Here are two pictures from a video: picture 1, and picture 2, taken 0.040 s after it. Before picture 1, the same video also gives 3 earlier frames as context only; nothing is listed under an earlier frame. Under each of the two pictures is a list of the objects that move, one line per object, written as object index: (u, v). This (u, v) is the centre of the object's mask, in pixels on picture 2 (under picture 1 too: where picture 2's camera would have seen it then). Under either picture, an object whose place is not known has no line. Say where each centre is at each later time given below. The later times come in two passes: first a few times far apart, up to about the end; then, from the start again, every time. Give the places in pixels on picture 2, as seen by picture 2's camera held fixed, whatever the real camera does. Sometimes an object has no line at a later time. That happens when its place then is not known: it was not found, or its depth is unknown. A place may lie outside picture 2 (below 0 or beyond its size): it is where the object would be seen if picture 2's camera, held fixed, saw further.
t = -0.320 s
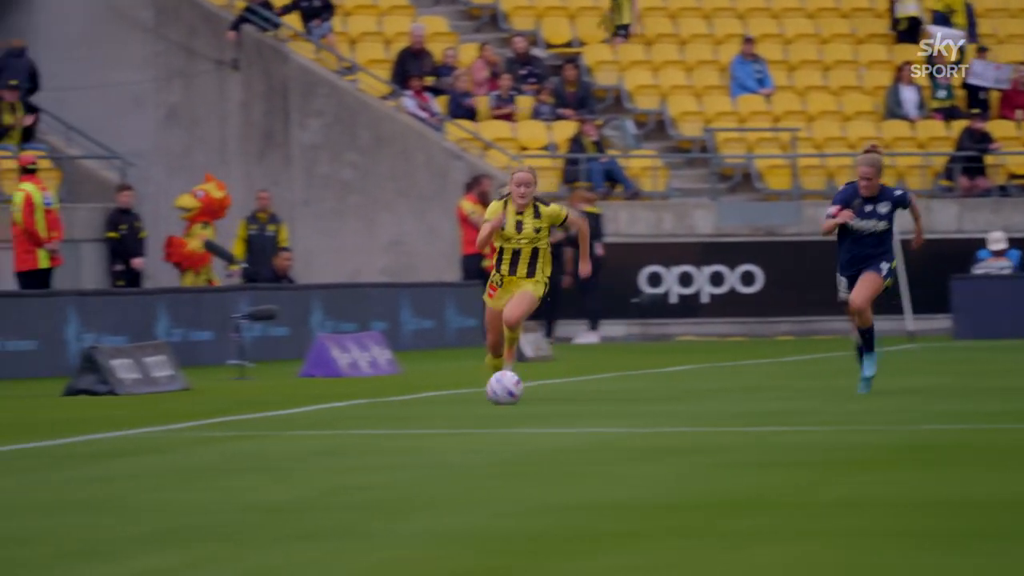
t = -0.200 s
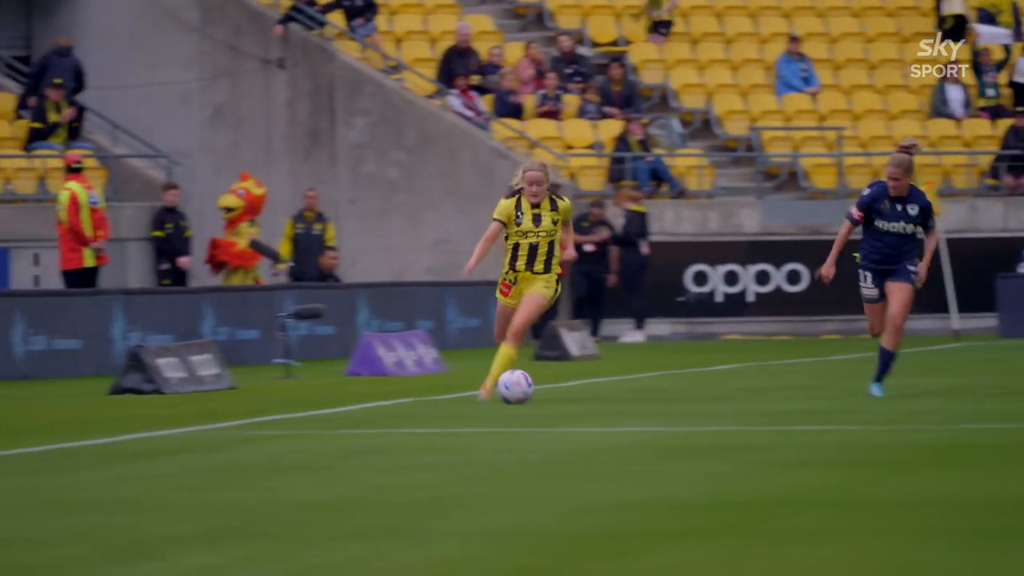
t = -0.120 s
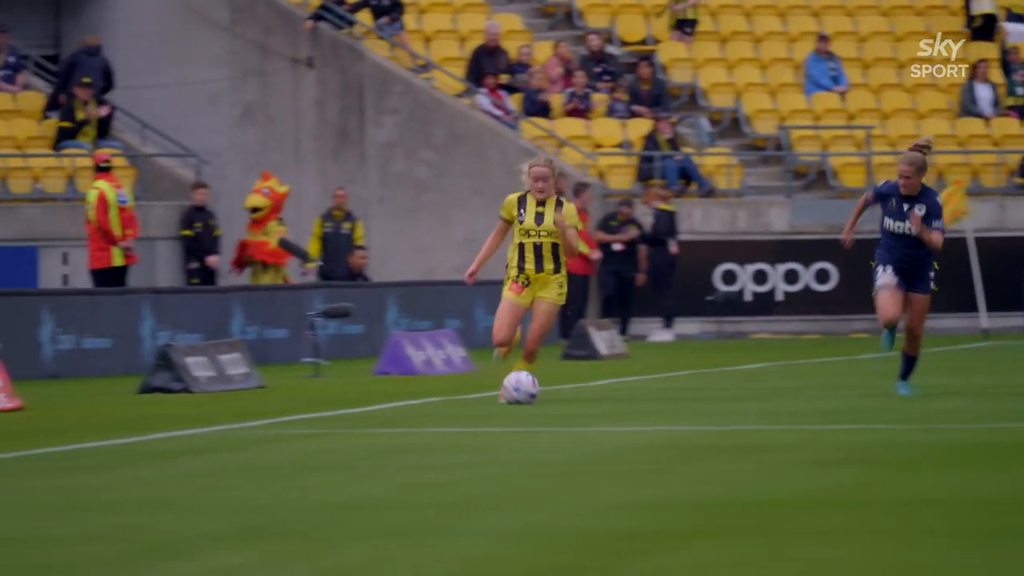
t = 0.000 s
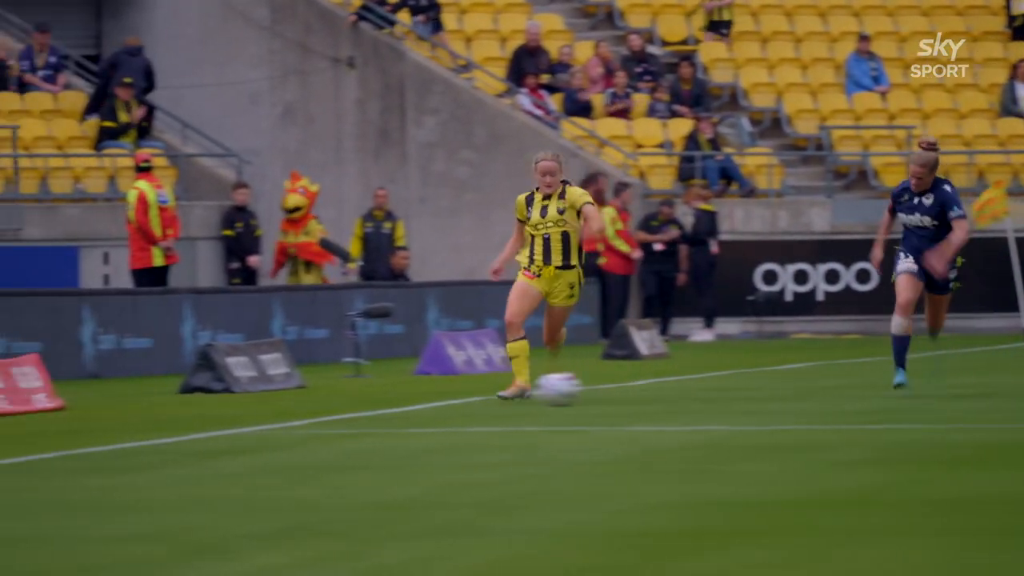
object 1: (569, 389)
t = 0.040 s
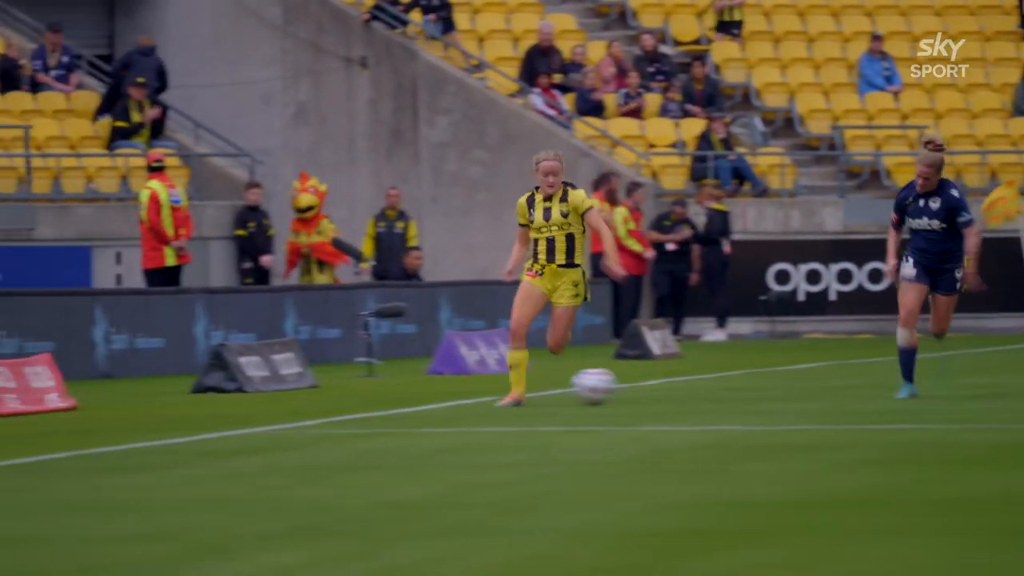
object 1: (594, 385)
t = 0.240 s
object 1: (721, 391)
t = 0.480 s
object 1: (876, 398)
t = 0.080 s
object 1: (618, 384)
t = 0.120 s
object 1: (643, 386)
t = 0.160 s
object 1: (670, 390)
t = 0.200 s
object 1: (696, 393)
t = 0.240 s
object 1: (721, 391)
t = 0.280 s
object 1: (746, 389)
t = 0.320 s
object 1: (772, 391)
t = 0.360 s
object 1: (799, 395)
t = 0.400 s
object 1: (827, 400)
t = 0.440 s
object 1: (851, 399)
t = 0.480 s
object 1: (876, 398)
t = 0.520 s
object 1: (902, 399)
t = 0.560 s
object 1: (928, 401)
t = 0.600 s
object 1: (953, 402)
